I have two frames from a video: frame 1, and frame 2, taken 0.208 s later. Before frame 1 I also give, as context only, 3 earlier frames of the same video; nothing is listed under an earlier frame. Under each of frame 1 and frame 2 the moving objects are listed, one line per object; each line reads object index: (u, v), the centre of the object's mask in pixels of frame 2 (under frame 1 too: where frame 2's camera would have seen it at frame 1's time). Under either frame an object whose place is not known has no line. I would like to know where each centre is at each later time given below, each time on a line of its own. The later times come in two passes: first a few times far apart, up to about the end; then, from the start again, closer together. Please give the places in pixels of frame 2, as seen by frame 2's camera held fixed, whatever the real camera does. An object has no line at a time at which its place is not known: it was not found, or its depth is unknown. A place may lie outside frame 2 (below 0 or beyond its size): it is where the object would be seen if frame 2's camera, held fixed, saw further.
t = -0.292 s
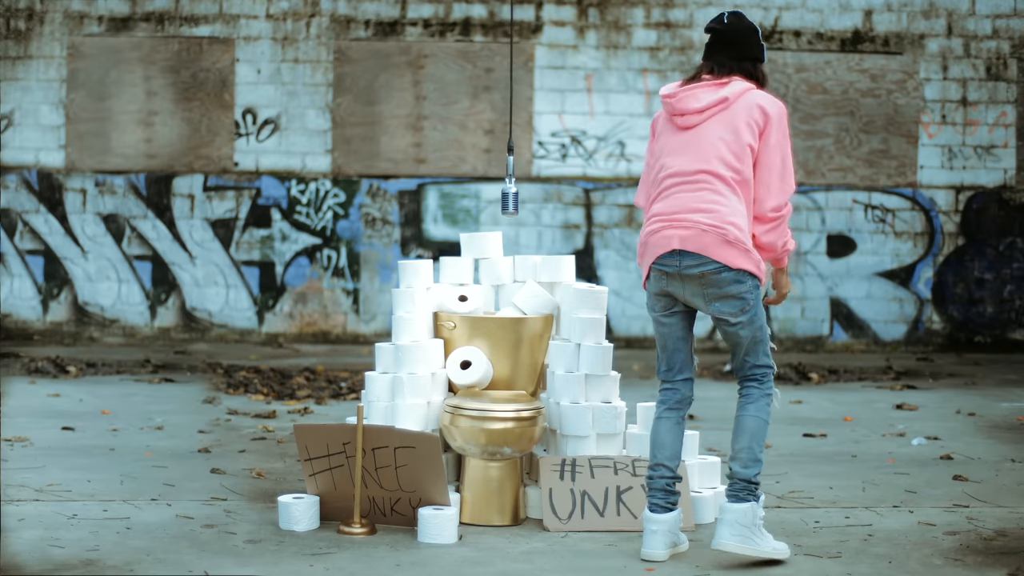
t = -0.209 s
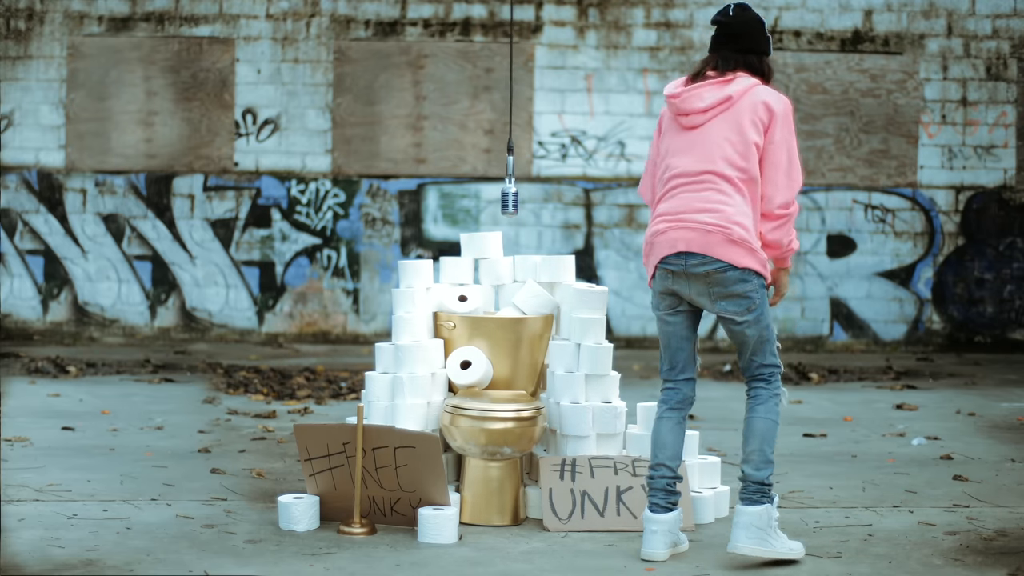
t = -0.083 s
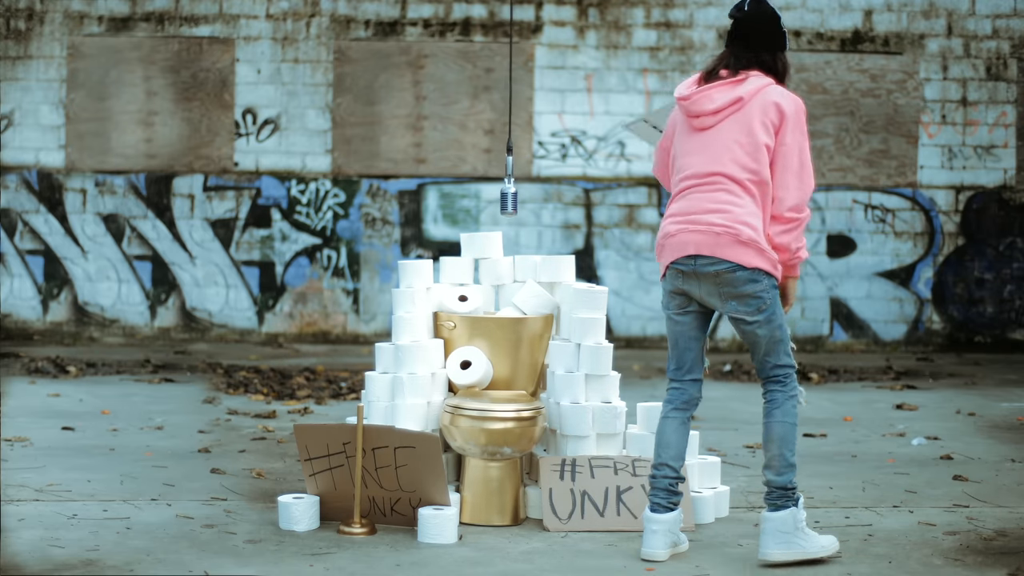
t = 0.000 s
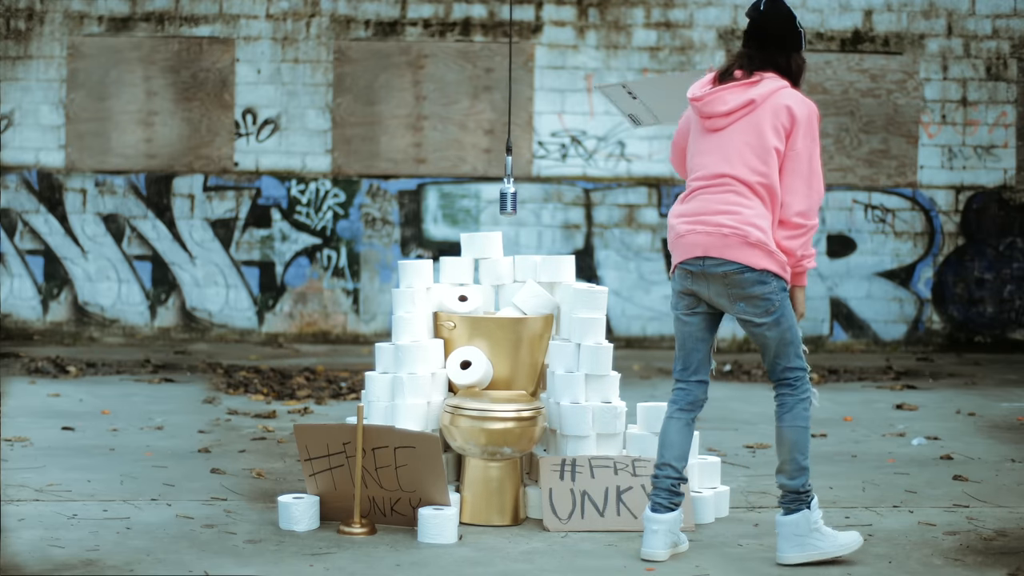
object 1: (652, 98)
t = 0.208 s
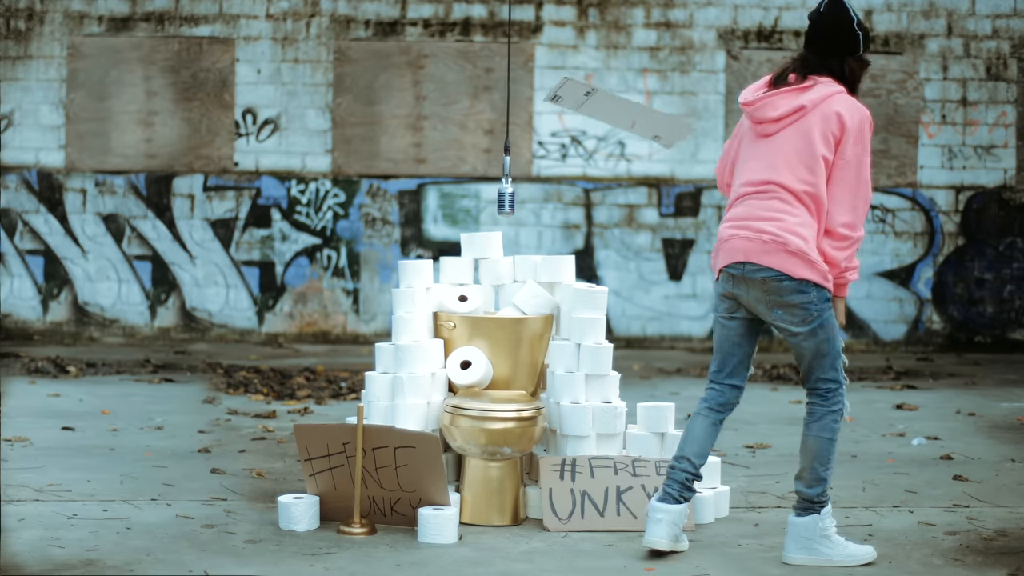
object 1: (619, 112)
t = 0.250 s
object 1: (609, 124)
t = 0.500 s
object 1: (573, 237)
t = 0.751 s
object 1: (581, 270)
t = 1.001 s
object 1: (583, 272)
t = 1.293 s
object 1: (584, 272)
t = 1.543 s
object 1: (584, 273)
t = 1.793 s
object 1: (584, 273)
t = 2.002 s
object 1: (584, 273)
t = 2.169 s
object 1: (584, 273)
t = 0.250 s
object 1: (609, 124)
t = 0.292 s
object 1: (599, 139)
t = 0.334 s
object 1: (591, 155)
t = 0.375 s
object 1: (583, 173)
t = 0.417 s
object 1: (578, 193)
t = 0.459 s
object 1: (574, 215)
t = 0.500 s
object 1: (573, 237)
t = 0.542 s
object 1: (574, 254)
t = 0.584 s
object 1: (579, 270)
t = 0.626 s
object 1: (581, 268)
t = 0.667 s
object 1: (583, 268)
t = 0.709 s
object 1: (583, 269)
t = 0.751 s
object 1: (581, 270)
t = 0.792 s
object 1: (581, 271)
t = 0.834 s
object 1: (581, 272)
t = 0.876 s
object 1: (581, 272)
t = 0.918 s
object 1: (582, 272)
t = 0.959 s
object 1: (583, 272)
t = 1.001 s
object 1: (583, 272)
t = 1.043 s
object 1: (584, 272)
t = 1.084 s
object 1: (584, 272)
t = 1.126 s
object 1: (584, 272)
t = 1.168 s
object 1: (584, 272)
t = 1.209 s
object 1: (583, 272)
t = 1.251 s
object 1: (584, 273)
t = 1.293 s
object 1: (584, 272)
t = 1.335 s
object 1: (584, 273)
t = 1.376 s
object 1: (584, 273)
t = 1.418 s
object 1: (584, 273)
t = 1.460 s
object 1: (584, 273)
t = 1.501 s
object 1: (584, 273)
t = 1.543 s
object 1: (584, 273)
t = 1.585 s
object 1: (584, 273)
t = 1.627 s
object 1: (584, 273)
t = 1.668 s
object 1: (584, 273)
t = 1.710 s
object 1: (584, 273)
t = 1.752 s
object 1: (584, 273)
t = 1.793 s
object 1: (584, 273)
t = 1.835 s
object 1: (584, 273)
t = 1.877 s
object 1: (584, 273)
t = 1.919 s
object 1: (584, 273)
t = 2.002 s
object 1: (584, 273)
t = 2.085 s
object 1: (584, 273)
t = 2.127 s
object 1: (584, 273)
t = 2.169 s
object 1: (584, 273)
